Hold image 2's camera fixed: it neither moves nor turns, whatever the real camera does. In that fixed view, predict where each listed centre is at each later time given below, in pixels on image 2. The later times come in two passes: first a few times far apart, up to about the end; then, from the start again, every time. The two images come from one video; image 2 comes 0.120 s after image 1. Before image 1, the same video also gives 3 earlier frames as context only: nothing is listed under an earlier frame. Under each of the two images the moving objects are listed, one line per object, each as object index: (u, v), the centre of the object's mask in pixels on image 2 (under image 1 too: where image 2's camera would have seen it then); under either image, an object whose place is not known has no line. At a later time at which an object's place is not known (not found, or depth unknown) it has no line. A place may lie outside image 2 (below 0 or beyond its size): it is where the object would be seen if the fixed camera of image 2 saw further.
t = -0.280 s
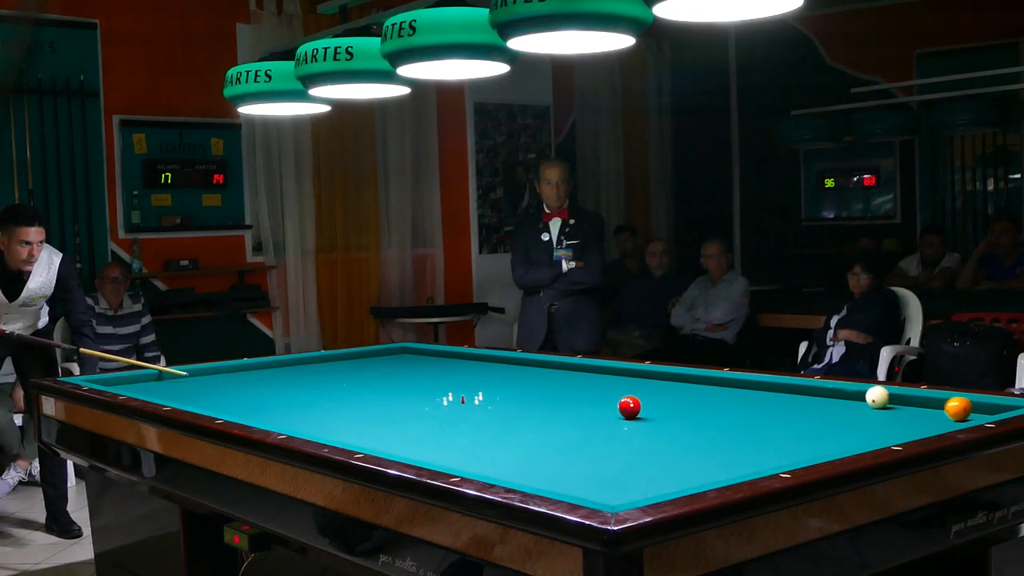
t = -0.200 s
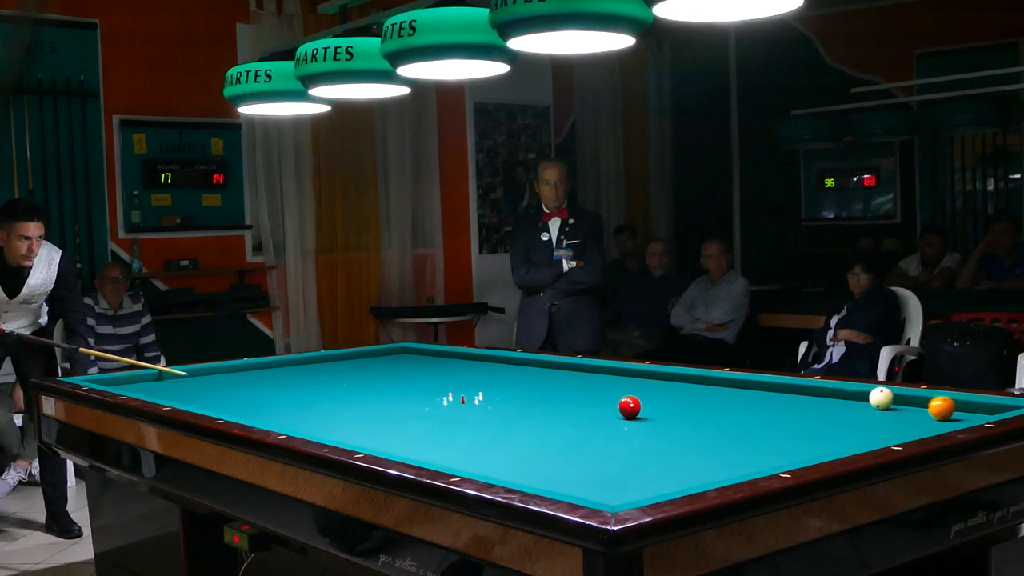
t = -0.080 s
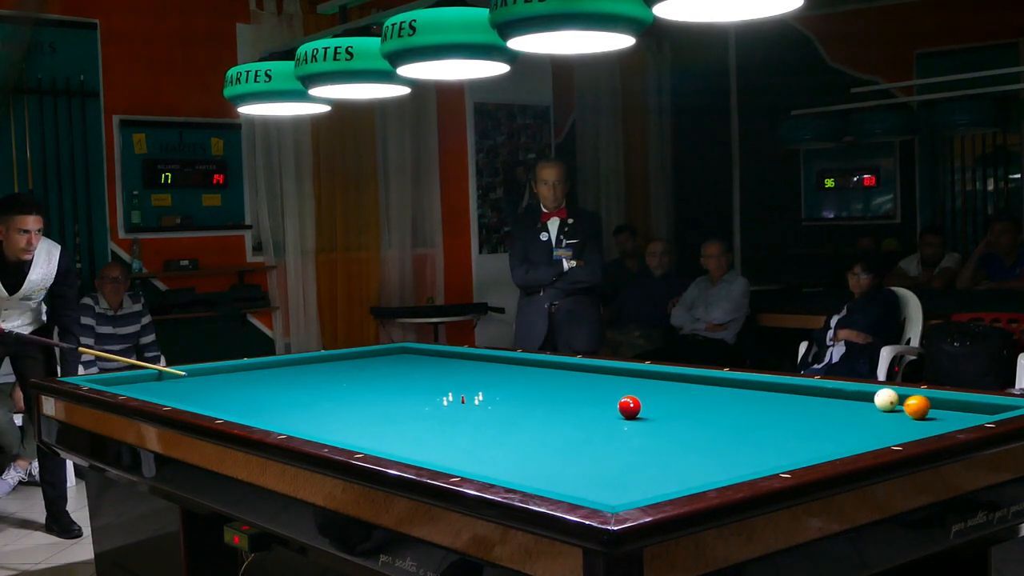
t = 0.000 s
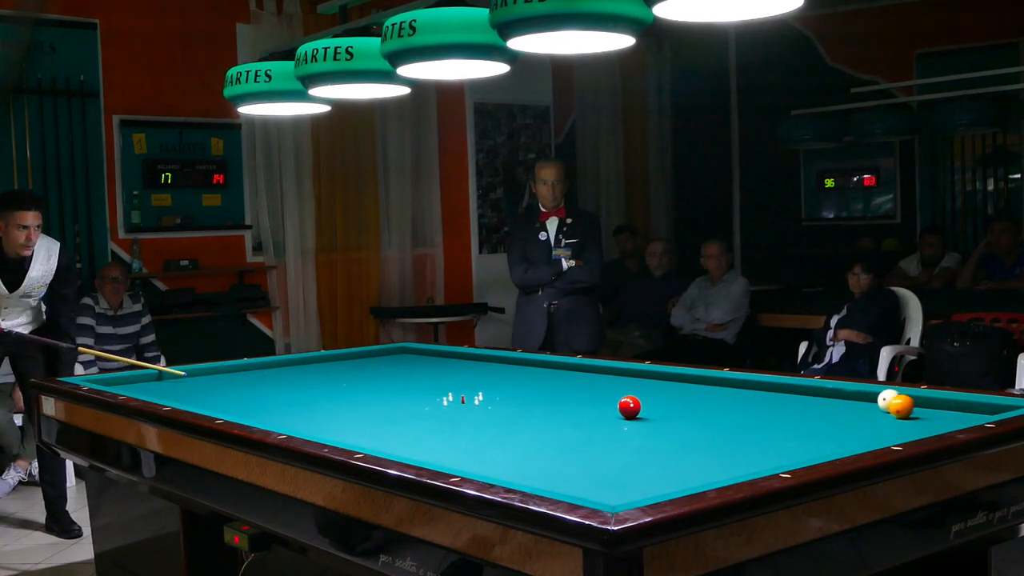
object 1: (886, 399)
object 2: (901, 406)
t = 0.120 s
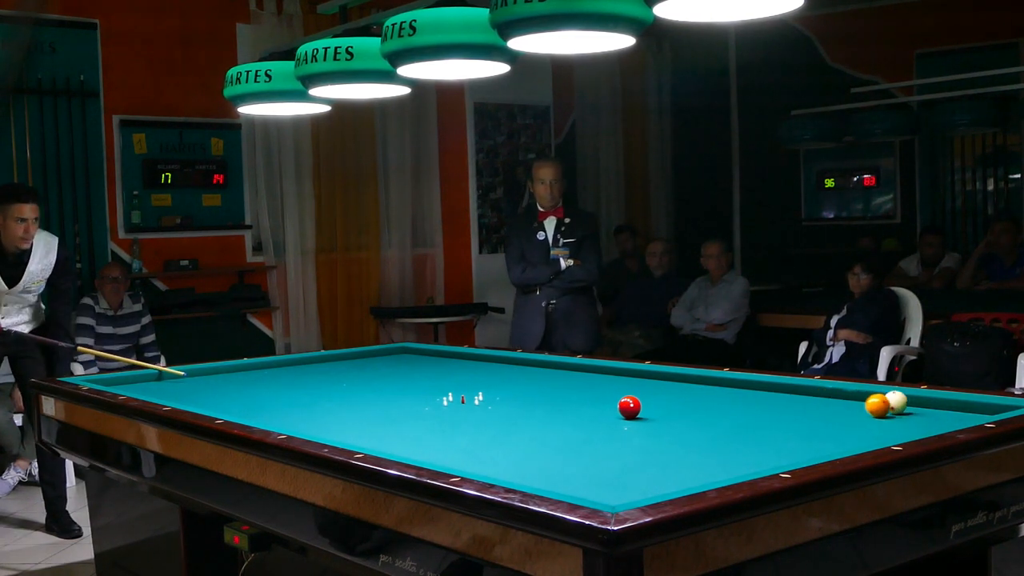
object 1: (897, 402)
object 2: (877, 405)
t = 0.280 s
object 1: (902, 404)
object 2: (848, 404)
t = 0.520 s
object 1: (912, 407)
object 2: (806, 402)
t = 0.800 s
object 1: (924, 410)
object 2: (759, 400)
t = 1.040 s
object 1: (935, 413)
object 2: (722, 398)
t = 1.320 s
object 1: (947, 415)
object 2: (682, 396)
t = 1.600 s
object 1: (958, 416)
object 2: (645, 394)
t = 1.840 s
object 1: (959, 417)
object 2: (614, 393)
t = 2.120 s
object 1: (948, 418)
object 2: (581, 392)
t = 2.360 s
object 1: (939, 419)
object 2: (555, 391)
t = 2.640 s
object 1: (930, 419)
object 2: (525, 389)
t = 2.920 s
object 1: (923, 420)
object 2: (498, 388)
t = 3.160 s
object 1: (918, 420)
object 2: (476, 386)
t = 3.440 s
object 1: (913, 421)
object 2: (452, 385)
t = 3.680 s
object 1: (911, 421)
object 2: (432, 385)
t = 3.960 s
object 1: (909, 421)
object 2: (410, 384)
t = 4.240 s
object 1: (909, 421)
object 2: (390, 383)
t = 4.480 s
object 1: (909, 420)
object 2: (374, 382)
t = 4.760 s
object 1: (909, 420)
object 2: (356, 381)
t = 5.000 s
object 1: (909, 420)
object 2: (342, 381)
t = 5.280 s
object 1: (909, 420)
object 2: (327, 380)
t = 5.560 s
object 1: (909, 420)
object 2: (312, 380)
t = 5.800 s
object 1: (909, 420)
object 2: (301, 379)
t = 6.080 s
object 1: (909, 420)
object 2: (288, 379)
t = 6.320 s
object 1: (909, 421)
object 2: (277, 378)
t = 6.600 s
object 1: (909, 421)
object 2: (266, 378)
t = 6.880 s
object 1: (909, 421)
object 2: (255, 377)
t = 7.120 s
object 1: (909, 420)
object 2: (247, 377)
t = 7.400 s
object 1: (909, 420)
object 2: (237, 376)
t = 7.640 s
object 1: (909, 420)
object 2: (230, 376)
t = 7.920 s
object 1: (909, 420)
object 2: (222, 376)
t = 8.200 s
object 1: (909, 421)
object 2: (215, 375)
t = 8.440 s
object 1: (909, 421)
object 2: (209, 375)
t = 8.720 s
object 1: (909, 421)
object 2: (203, 374)
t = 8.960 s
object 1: (909, 421)
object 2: (199, 374)
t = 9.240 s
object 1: (909, 420)
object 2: (194, 373)
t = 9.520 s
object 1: (909, 420)
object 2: (190, 373)
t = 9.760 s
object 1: (909, 420)
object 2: (187, 373)
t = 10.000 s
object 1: (909, 421)
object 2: (184, 372)
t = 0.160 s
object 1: (896, 402)
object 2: (870, 405)
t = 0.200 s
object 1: (898, 403)
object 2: (863, 404)
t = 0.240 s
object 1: (900, 403)
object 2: (855, 404)
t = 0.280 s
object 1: (902, 404)
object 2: (848, 404)
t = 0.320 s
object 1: (903, 405)
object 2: (841, 403)
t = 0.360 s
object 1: (905, 405)
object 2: (834, 403)
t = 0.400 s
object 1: (907, 406)
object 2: (827, 403)
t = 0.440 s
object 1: (908, 406)
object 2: (820, 402)
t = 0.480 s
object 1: (910, 407)
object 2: (813, 402)
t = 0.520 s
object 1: (912, 407)
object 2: (806, 402)
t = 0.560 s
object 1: (914, 408)
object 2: (799, 401)
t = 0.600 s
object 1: (916, 408)
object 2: (792, 401)
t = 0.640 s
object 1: (917, 409)
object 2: (786, 401)
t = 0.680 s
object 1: (919, 409)
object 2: (779, 400)
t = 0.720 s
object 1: (921, 409)
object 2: (772, 400)
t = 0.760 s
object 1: (922, 410)
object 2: (766, 400)
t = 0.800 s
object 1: (924, 410)
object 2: (759, 400)
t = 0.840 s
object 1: (926, 411)
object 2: (753, 399)
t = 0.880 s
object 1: (928, 412)
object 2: (747, 399)
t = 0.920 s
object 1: (930, 412)
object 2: (741, 399)
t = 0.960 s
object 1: (931, 413)
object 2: (735, 398)
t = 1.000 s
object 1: (933, 413)
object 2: (729, 398)
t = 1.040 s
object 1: (935, 413)
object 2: (722, 398)
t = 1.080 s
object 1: (937, 414)
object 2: (717, 398)
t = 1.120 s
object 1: (938, 414)
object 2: (711, 397)
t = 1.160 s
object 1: (940, 415)
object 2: (705, 397)
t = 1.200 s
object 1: (942, 415)
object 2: (699, 397)
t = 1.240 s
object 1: (944, 415)
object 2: (693, 397)
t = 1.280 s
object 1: (945, 415)
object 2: (688, 397)
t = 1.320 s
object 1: (947, 415)
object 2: (682, 396)
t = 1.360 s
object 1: (948, 416)
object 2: (677, 396)
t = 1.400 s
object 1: (950, 416)
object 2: (671, 396)
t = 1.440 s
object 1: (952, 416)
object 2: (666, 395)
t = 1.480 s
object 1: (953, 416)
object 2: (661, 395)
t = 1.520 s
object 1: (955, 416)
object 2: (655, 395)
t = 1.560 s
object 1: (956, 416)
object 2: (650, 395)
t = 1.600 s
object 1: (958, 416)
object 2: (645, 394)
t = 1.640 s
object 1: (959, 416)
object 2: (641, 393)
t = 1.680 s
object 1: (961, 417)
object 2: (635, 392)
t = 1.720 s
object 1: (963, 417)
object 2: (630, 392)
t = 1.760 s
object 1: (963, 417)
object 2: (624, 391)
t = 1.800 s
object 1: (961, 417)
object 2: (619, 393)
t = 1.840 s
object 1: (959, 417)
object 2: (614, 393)
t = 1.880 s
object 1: (958, 417)
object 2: (610, 393)
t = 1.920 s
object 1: (956, 418)
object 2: (605, 393)
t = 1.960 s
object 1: (954, 418)
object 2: (600, 393)
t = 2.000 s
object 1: (953, 418)
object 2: (595, 393)
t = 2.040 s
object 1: (951, 418)
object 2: (590, 392)
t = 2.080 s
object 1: (950, 418)
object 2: (586, 392)
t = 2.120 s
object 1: (948, 418)
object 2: (581, 392)
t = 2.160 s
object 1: (946, 419)
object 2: (577, 392)
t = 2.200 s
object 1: (945, 419)
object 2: (572, 392)
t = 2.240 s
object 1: (943, 419)
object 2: (568, 391)
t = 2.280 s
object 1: (942, 419)
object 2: (564, 391)
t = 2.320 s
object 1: (941, 419)
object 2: (559, 391)
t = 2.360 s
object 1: (939, 419)
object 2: (555, 391)
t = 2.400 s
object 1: (938, 419)
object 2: (551, 390)
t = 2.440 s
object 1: (936, 419)
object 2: (546, 390)
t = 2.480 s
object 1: (935, 419)
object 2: (542, 390)
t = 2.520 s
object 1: (934, 419)
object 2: (538, 390)
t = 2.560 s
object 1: (933, 419)
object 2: (534, 390)
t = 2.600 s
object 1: (932, 420)
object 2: (530, 389)
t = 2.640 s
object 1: (930, 419)
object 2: (525, 389)
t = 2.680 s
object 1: (929, 420)
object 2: (522, 389)
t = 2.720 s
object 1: (928, 420)
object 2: (517, 389)
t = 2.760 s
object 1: (927, 420)
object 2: (513, 389)
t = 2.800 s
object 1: (926, 420)
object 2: (509, 389)
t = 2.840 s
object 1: (925, 420)
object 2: (506, 388)
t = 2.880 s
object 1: (924, 420)
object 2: (502, 388)
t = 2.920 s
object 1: (923, 420)
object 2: (498, 388)
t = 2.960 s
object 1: (922, 420)
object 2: (494, 388)
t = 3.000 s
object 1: (921, 420)
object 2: (490, 388)
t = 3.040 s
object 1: (920, 420)
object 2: (487, 387)
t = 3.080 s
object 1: (919, 420)
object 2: (483, 387)
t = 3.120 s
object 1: (919, 420)
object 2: (479, 387)
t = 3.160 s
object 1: (918, 420)
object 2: (476, 386)
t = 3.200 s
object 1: (917, 420)
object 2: (472, 387)
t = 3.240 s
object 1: (917, 420)
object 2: (469, 386)
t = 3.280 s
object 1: (916, 420)
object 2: (465, 386)
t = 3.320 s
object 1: (915, 420)
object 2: (462, 386)
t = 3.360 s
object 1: (915, 420)
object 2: (458, 386)
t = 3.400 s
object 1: (914, 420)
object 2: (455, 386)
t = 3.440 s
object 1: (913, 421)
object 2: (452, 385)
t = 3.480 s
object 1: (913, 421)
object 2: (448, 385)
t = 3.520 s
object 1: (913, 421)
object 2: (445, 385)
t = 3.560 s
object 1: (912, 421)
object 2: (441, 385)
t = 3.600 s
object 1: (912, 421)
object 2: (438, 385)
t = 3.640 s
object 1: (912, 421)
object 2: (435, 385)
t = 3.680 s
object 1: (911, 421)
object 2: (432, 385)
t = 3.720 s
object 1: (911, 421)
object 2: (429, 385)
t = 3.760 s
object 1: (911, 421)
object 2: (425, 385)
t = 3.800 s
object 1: (910, 420)
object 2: (422, 385)
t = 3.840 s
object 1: (910, 421)
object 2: (419, 384)
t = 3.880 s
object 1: (910, 420)
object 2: (416, 384)
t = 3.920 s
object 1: (910, 421)
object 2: (413, 384)
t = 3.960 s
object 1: (909, 421)
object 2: (410, 384)
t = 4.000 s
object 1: (909, 420)
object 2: (407, 384)
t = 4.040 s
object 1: (909, 420)
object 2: (404, 384)
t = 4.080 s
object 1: (909, 421)
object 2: (401, 384)
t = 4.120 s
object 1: (909, 421)
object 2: (399, 383)
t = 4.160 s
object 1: (909, 421)
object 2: (396, 384)
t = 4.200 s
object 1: (909, 421)
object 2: (393, 383)
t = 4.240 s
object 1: (909, 421)
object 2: (390, 383)
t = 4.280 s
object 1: (909, 421)
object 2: (387, 383)
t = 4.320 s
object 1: (909, 420)
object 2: (384, 383)
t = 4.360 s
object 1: (909, 421)
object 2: (382, 383)
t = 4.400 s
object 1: (909, 420)
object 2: (379, 383)
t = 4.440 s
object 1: (909, 420)
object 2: (377, 382)
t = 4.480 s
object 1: (909, 420)
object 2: (374, 382)
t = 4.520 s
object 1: (909, 421)
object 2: (371, 382)
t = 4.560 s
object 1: (909, 420)
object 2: (369, 382)
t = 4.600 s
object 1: (909, 420)
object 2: (366, 382)
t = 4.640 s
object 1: (909, 421)
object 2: (364, 382)
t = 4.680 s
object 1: (909, 420)
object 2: (361, 382)
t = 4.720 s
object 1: (909, 420)
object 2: (359, 381)
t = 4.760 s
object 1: (909, 420)
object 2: (356, 381)
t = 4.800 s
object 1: (909, 420)
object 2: (354, 381)
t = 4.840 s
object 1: (909, 420)
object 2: (351, 381)
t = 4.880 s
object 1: (909, 420)
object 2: (349, 381)
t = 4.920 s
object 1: (909, 420)
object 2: (347, 381)
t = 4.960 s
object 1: (909, 420)
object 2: (344, 381)
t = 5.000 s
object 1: (909, 420)
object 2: (342, 381)
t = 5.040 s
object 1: (909, 420)
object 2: (340, 380)
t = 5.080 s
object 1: (909, 420)
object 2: (338, 381)
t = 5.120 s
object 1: (909, 420)
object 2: (336, 381)
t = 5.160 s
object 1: (909, 420)
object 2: (333, 380)
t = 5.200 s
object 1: (909, 420)
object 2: (331, 380)
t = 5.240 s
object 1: (909, 420)
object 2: (329, 380)
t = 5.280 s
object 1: (909, 420)
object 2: (327, 380)
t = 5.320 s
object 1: (909, 420)
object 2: (325, 380)
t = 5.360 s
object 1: (909, 420)
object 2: (322, 380)
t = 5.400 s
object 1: (909, 420)
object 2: (320, 380)
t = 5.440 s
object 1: (909, 420)
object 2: (318, 380)
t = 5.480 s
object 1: (909, 420)
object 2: (316, 380)
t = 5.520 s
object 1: (909, 420)
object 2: (314, 379)
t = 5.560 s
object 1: (909, 420)
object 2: (312, 380)
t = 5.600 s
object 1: (909, 420)
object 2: (310, 380)
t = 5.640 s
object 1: (909, 420)
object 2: (308, 379)
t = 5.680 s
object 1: (909, 420)
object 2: (306, 379)
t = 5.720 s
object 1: (909, 420)
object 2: (304, 379)
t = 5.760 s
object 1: (909, 420)
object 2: (303, 379)
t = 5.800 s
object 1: (909, 420)
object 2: (301, 379)
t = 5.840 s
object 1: (909, 420)
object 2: (299, 379)
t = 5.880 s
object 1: (909, 420)
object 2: (297, 379)
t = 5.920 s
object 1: (909, 420)
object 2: (295, 379)
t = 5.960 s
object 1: (909, 420)
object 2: (293, 379)
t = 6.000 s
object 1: (909, 420)
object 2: (291, 379)
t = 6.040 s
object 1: (909, 420)
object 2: (289, 379)
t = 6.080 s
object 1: (909, 420)
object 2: (288, 379)
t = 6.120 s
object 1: (909, 420)
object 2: (286, 378)
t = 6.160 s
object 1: (909, 420)
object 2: (284, 378)
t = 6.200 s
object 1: (909, 421)
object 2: (282, 378)
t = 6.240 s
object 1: (909, 421)
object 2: (281, 378)
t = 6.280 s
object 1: (909, 421)
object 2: (279, 378)
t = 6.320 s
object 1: (909, 421)
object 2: (277, 378)
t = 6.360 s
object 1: (909, 421)
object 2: (276, 378)
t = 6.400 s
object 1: (909, 421)
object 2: (274, 378)
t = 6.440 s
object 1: (909, 421)
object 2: (272, 378)
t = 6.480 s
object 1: (909, 421)
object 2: (270, 378)
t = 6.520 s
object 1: (909, 421)
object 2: (269, 378)
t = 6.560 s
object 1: (909, 421)
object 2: (267, 378)
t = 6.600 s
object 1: (909, 421)
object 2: (266, 378)
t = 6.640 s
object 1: (909, 421)
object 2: (264, 377)
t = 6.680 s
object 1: (909, 421)
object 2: (263, 378)
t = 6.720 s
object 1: (909, 421)
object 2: (261, 378)
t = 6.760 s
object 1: (909, 421)
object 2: (260, 377)
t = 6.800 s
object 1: (909, 421)
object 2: (258, 377)
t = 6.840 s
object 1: (909, 421)
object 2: (257, 377)
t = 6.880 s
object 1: (909, 421)
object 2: (255, 377)
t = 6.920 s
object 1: (909, 420)
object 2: (254, 377)
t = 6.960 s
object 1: (909, 421)
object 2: (252, 377)
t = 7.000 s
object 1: (909, 420)
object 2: (251, 377)
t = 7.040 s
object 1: (909, 420)
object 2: (250, 377)
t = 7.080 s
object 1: (909, 421)
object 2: (248, 377)
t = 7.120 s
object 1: (909, 420)
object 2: (247, 377)
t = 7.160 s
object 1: (909, 420)
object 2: (245, 377)
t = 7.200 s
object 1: (909, 420)
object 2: (244, 377)
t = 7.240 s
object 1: (909, 420)
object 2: (242, 377)
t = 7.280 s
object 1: (909, 420)
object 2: (241, 376)
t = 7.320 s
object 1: (909, 420)
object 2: (240, 376)
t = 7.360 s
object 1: (909, 420)
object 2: (239, 376)
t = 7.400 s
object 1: (909, 420)
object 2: (237, 376)
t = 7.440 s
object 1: (909, 420)
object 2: (236, 376)
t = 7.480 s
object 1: (909, 420)
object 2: (235, 376)
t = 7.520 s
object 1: (909, 420)
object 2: (234, 376)
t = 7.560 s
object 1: (909, 420)
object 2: (233, 376)
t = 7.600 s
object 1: (909, 420)
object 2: (231, 376)
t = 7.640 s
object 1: (909, 420)
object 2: (230, 376)
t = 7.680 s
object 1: (909, 420)
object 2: (229, 376)
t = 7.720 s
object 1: (909, 420)
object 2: (228, 375)
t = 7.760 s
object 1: (909, 420)
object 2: (226, 376)
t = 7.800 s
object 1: (909, 420)
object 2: (226, 375)
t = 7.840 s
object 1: (909, 420)
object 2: (224, 375)
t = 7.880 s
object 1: (909, 421)
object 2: (223, 376)
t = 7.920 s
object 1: (909, 420)
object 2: (222, 376)
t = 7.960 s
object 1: (909, 421)
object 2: (221, 375)
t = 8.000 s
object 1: (909, 421)
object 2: (220, 375)
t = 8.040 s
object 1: (909, 421)
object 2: (219, 375)
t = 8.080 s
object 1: (909, 421)
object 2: (218, 375)
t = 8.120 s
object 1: (909, 421)
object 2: (216, 375)
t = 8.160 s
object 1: (909, 421)
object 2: (216, 375)
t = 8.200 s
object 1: (909, 421)
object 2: (215, 375)
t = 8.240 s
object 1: (909, 421)
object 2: (214, 375)
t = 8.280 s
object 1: (909, 421)
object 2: (213, 374)
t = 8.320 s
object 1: (909, 421)
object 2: (212, 375)
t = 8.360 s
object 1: (909, 421)
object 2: (211, 375)
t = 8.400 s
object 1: (909, 421)
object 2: (210, 375)
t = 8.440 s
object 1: (909, 421)
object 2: (209, 375)
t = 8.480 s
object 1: (909, 421)
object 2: (208, 375)
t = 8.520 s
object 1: (909, 421)
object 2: (207, 375)
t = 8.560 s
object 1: (909, 421)
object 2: (207, 374)
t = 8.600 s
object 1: (909, 421)
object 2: (206, 374)
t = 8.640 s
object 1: (909, 421)
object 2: (205, 374)
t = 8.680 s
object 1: (909, 421)
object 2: (204, 374)
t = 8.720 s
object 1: (909, 421)
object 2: (203, 374)
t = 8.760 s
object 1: (909, 421)
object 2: (202, 374)
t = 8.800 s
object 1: (909, 421)
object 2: (202, 374)
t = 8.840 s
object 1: (909, 421)
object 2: (201, 374)
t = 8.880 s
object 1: (909, 421)
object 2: (200, 374)
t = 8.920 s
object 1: (909, 421)
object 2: (199, 374)
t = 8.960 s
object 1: (909, 421)
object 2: (199, 374)
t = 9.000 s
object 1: (909, 421)
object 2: (198, 374)
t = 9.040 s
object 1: (909, 421)
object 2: (197, 374)
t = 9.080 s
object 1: (909, 421)
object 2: (197, 374)
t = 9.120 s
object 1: (909, 421)
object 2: (196, 374)
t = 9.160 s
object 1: (909, 421)
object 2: (195, 374)
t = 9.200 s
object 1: (909, 421)
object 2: (195, 374)
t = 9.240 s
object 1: (909, 420)
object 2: (194, 373)
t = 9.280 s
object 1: (909, 420)
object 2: (193, 374)
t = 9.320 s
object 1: (909, 421)
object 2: (193, 373)
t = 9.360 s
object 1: (909, 421)
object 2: (192, 373)
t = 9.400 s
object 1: (909, 421)
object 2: (192, 373)
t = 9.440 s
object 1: (909, 420)
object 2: (191, 373)
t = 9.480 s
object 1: (909, 421)
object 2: (190, 373)
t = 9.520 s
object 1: (909, 420)
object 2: (190, 373)
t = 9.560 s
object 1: (909, 421)
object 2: (189, 373)
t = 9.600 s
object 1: (909, 421)
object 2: (189, 373)
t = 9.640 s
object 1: (909, 420)
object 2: (188, 373)
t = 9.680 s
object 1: (909, 420)
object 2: (188, 373)
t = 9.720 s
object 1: (909, 420)
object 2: (187, 373)
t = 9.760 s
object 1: (909, 420)
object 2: (187, 373)
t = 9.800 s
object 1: (909, 420)
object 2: (186, 373)
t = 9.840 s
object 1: (909, 420)
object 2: (186, 373)
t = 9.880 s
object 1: (909, 420)
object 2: (185, 373)
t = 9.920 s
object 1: (909, 420)
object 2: (185, 372)
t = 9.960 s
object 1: (909, 420)
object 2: (184, 372)
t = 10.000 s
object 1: (909, 421)
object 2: (184, 372)
